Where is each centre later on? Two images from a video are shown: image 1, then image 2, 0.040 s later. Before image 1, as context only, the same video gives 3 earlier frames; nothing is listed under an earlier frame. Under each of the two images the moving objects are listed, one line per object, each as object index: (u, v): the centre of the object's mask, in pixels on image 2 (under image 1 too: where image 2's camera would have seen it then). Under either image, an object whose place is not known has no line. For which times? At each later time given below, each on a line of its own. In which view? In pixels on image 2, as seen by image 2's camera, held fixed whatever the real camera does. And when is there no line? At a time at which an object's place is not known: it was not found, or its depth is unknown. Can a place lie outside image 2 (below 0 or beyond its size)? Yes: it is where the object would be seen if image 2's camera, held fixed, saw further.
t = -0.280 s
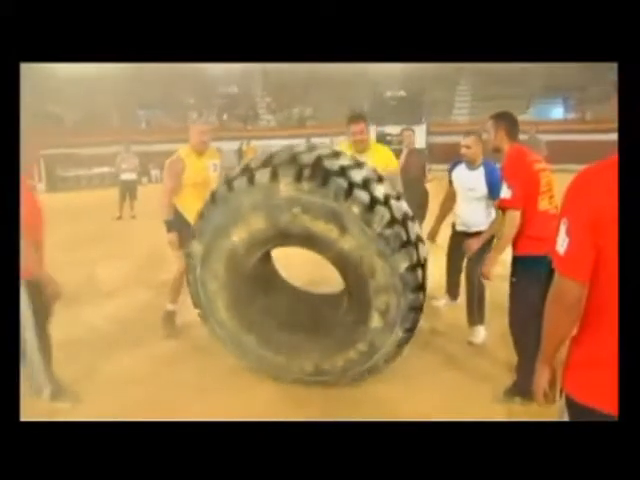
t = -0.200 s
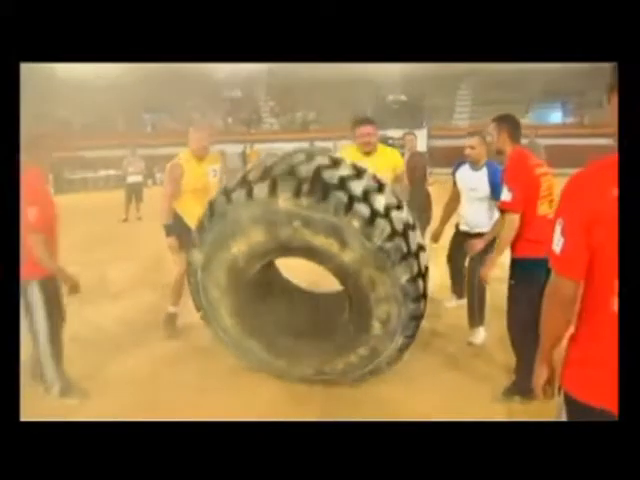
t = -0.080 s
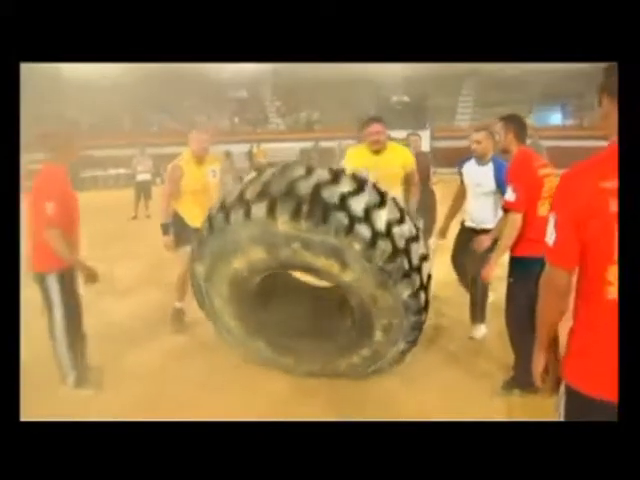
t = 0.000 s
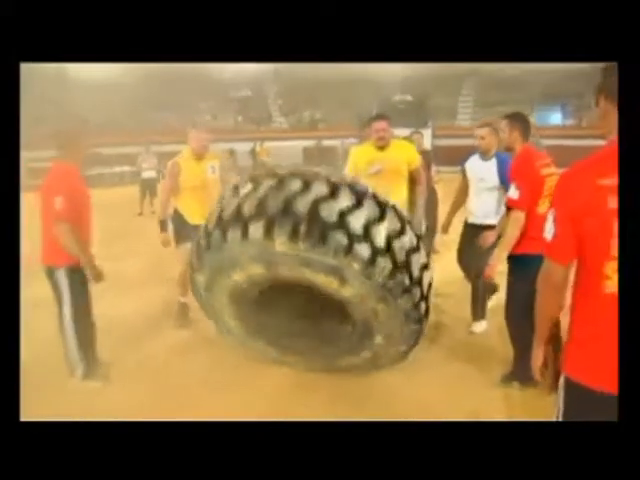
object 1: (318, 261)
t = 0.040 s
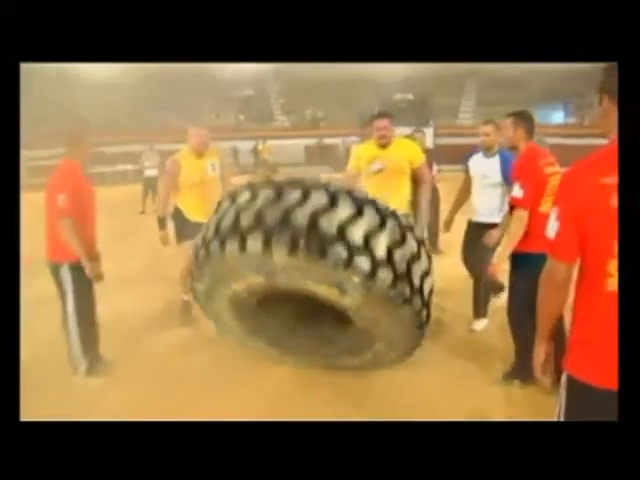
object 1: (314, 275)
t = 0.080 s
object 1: (315, 278)
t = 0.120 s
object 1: (316, 278)
